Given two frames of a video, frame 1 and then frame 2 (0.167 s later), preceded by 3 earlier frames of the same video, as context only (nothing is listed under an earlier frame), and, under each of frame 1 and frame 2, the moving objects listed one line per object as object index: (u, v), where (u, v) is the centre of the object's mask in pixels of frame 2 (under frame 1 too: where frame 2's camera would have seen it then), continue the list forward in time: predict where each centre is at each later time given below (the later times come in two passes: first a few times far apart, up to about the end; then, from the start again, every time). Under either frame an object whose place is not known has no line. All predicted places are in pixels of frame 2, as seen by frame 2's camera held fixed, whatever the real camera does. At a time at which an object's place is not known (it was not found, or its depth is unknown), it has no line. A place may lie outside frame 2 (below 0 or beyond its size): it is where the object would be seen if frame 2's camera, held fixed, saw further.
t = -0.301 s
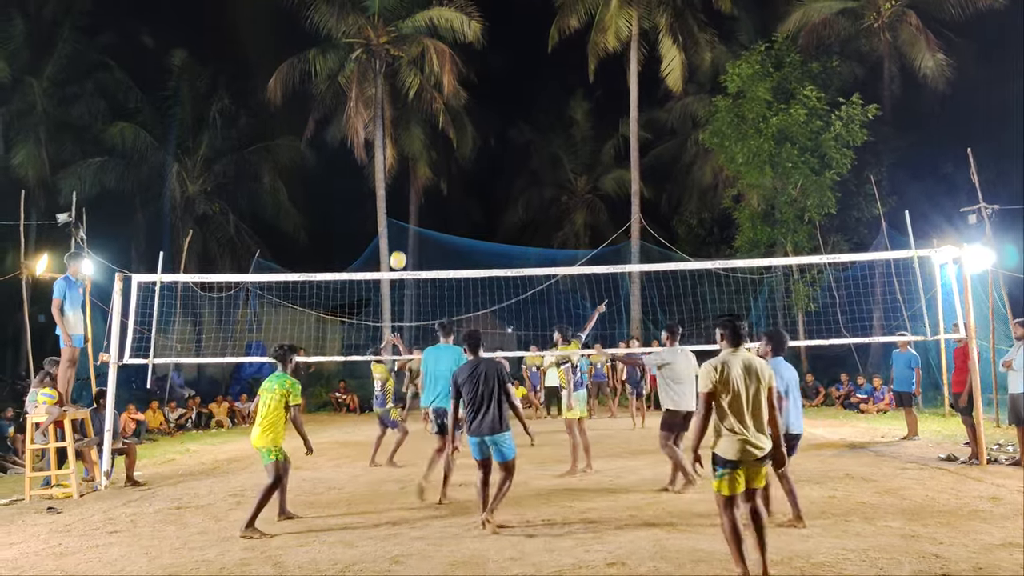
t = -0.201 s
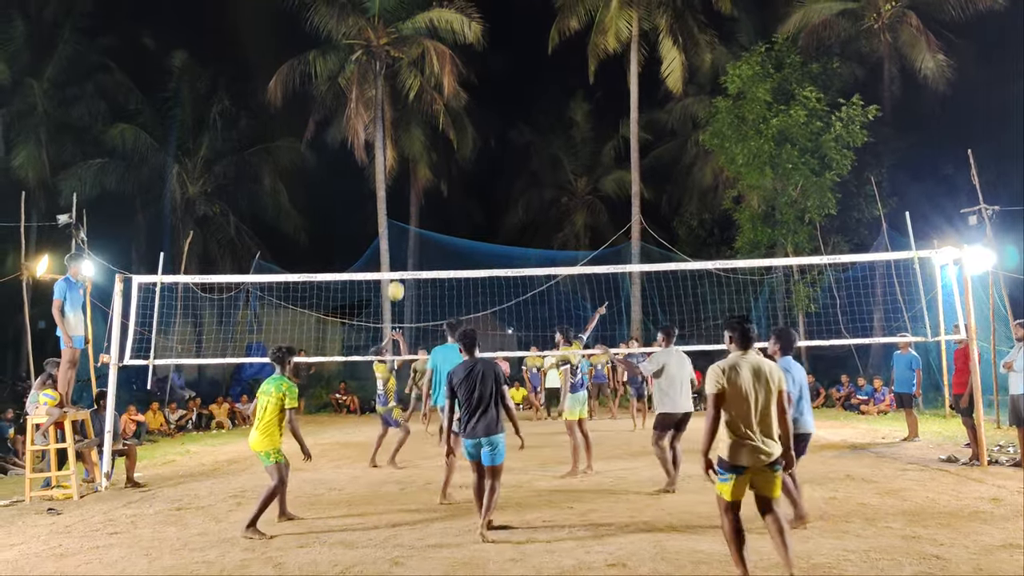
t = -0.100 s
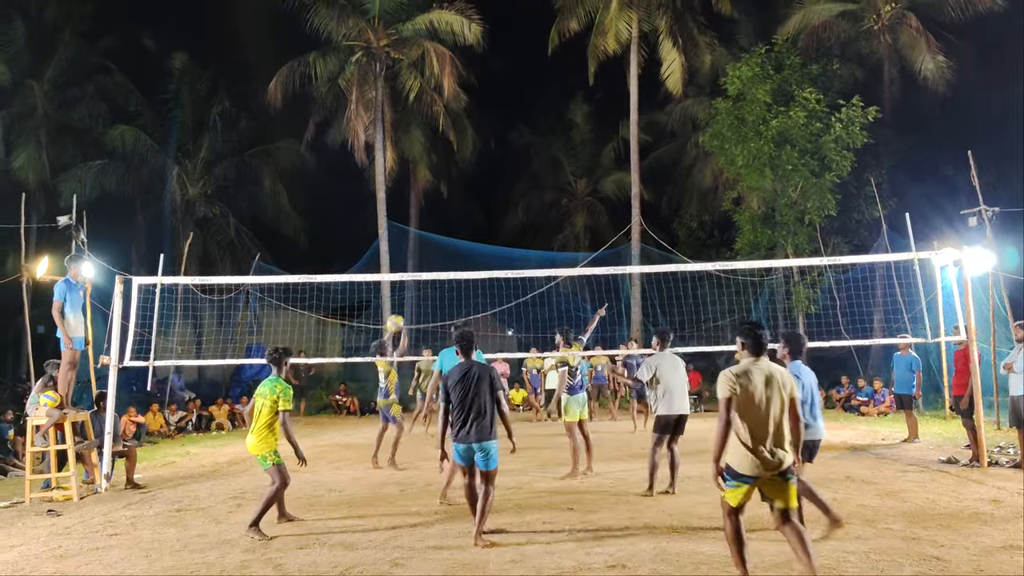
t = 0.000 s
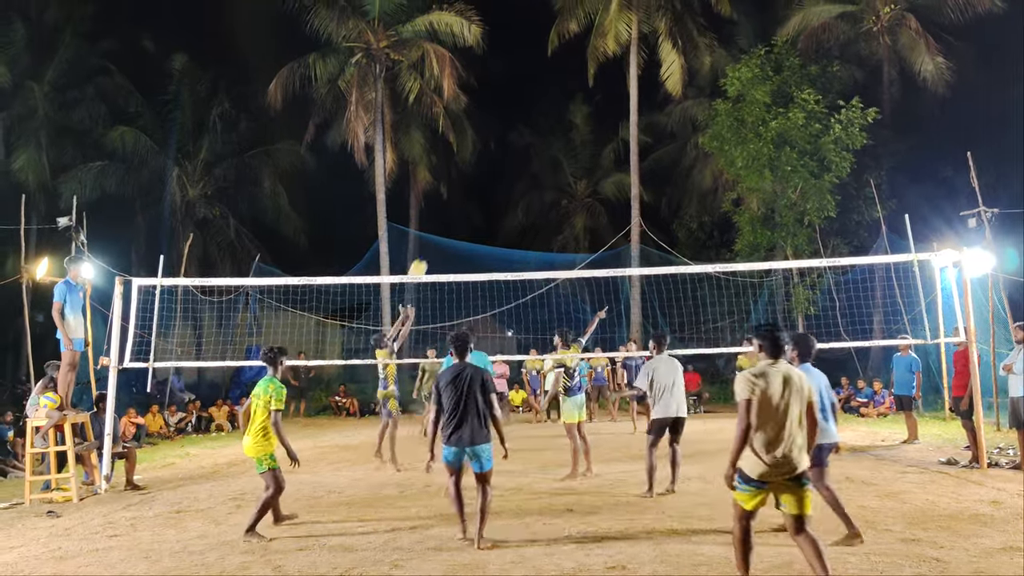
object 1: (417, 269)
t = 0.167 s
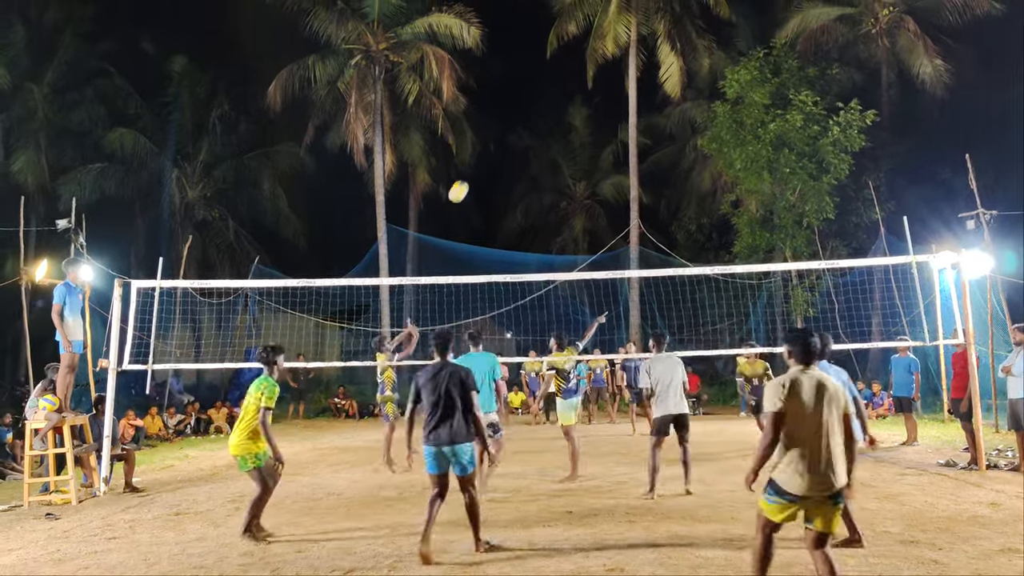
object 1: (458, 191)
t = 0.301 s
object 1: (493, 141)
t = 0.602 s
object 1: (573, 75)
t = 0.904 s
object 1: (657, 74)
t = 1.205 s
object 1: (746, 140)
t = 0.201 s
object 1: (467, 178)
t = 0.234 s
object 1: (475, 165)
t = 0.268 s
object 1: (484, 153)
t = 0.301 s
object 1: (493, 141)
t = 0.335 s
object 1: (501, 131)
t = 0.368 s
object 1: (510, 121)
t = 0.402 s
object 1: (519, 112)
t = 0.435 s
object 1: (528, 104)
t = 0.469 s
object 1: (537, 97)
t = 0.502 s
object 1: (546, 90)
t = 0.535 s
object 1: (554, 85)
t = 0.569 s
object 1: (563, 80)
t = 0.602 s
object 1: (573, 75)
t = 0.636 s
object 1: (582, 72)
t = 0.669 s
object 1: (591, 70)
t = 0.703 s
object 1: (600, 68)
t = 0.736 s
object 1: (609, 67)
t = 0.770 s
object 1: (619, 67)
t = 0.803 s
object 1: (628, 67)
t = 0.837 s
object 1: (638, 69)
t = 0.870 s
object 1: (647, 71)
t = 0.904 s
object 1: (657, 74)
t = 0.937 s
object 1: (666, 78)
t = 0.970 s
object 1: (676, 83)
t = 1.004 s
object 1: (686, 88)
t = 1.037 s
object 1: (696, 95)
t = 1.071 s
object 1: (705, 102)
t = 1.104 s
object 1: (716, 110)
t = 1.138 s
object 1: (725, 119)
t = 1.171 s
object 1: (735, 129)
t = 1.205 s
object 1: (746, 140)
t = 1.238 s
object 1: (756, 151)
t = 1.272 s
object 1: (766, 163)
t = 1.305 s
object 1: (777, 177)
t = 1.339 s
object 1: (787, 191)
